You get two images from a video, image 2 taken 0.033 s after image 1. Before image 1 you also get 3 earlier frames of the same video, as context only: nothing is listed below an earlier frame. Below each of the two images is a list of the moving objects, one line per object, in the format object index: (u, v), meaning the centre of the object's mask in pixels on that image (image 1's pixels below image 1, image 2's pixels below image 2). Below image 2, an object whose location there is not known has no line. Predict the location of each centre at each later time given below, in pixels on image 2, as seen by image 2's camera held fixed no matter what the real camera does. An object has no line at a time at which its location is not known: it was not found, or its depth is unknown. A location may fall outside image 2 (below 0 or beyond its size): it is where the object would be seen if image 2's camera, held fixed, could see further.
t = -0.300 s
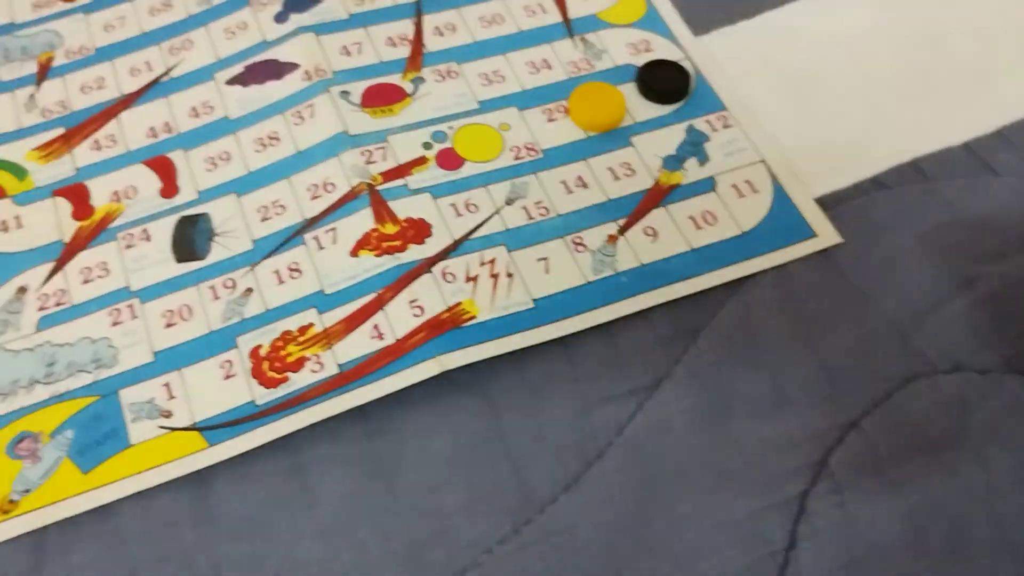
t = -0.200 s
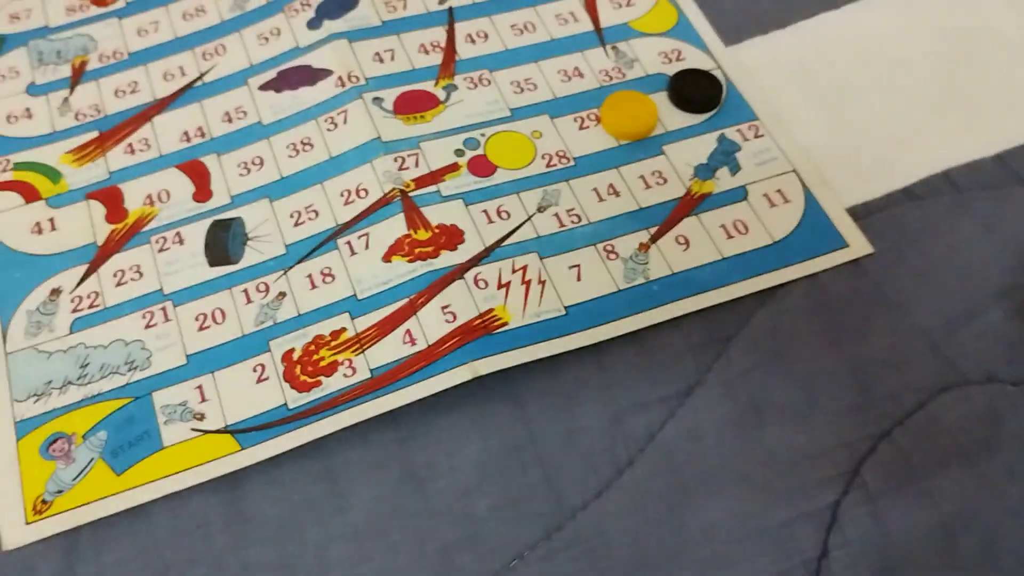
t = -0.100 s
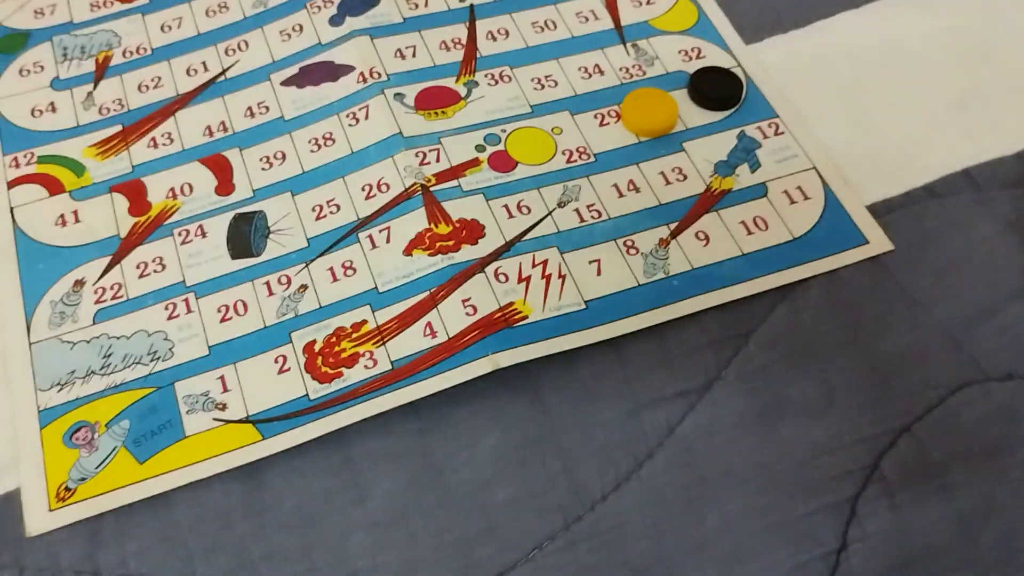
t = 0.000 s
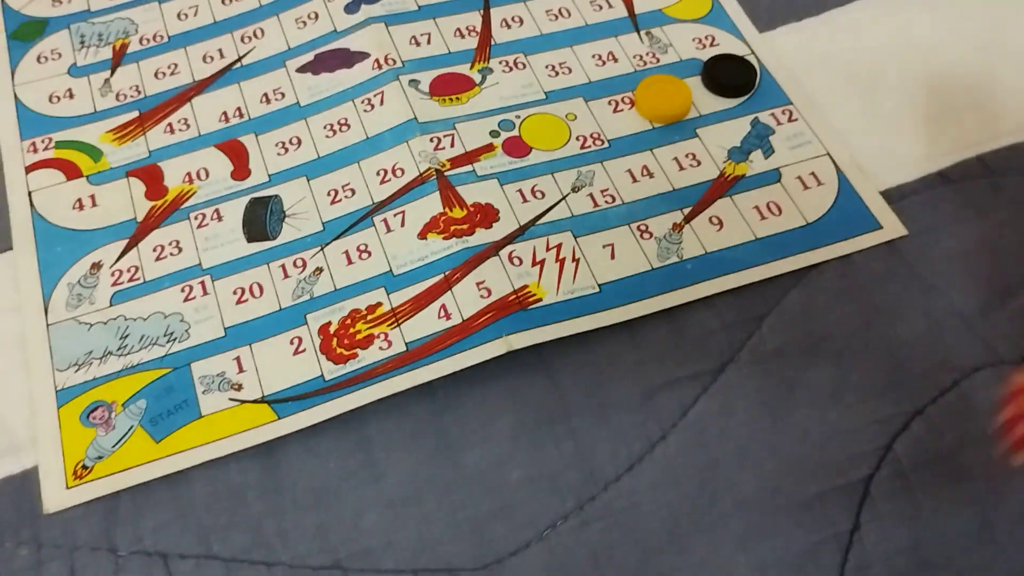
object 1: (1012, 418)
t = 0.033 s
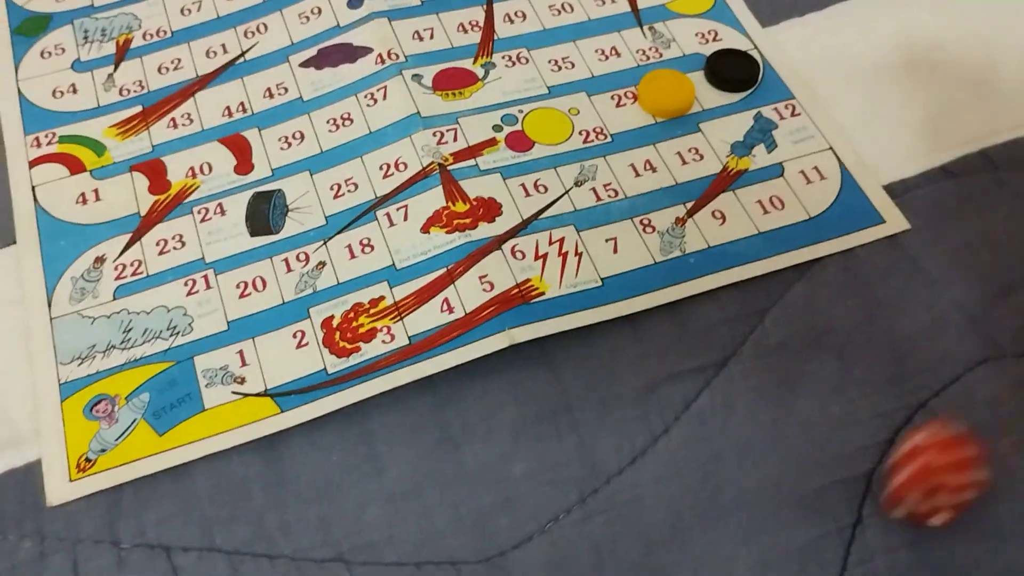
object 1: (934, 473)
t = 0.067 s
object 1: (908, 484)
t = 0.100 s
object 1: (905, 490)
